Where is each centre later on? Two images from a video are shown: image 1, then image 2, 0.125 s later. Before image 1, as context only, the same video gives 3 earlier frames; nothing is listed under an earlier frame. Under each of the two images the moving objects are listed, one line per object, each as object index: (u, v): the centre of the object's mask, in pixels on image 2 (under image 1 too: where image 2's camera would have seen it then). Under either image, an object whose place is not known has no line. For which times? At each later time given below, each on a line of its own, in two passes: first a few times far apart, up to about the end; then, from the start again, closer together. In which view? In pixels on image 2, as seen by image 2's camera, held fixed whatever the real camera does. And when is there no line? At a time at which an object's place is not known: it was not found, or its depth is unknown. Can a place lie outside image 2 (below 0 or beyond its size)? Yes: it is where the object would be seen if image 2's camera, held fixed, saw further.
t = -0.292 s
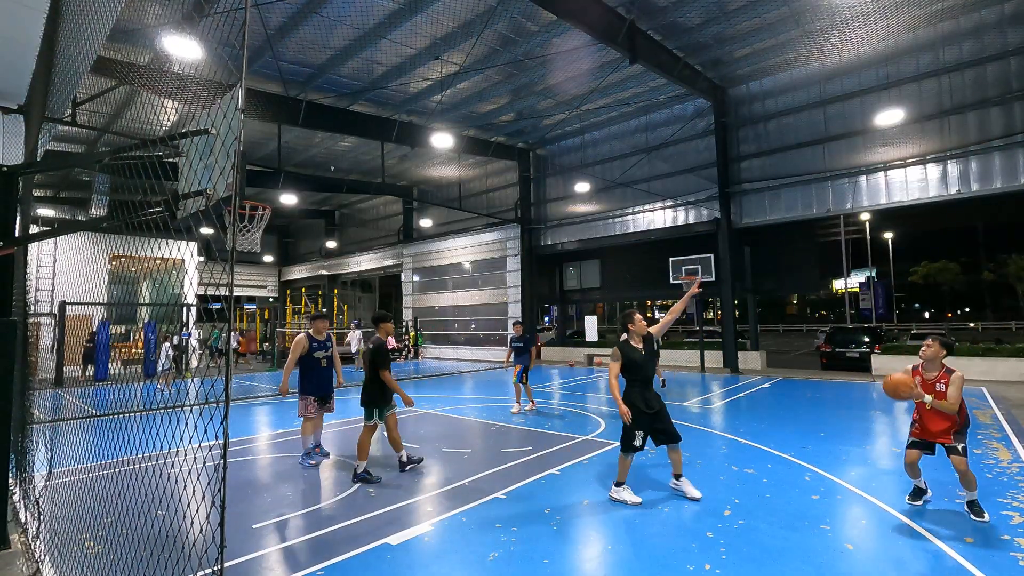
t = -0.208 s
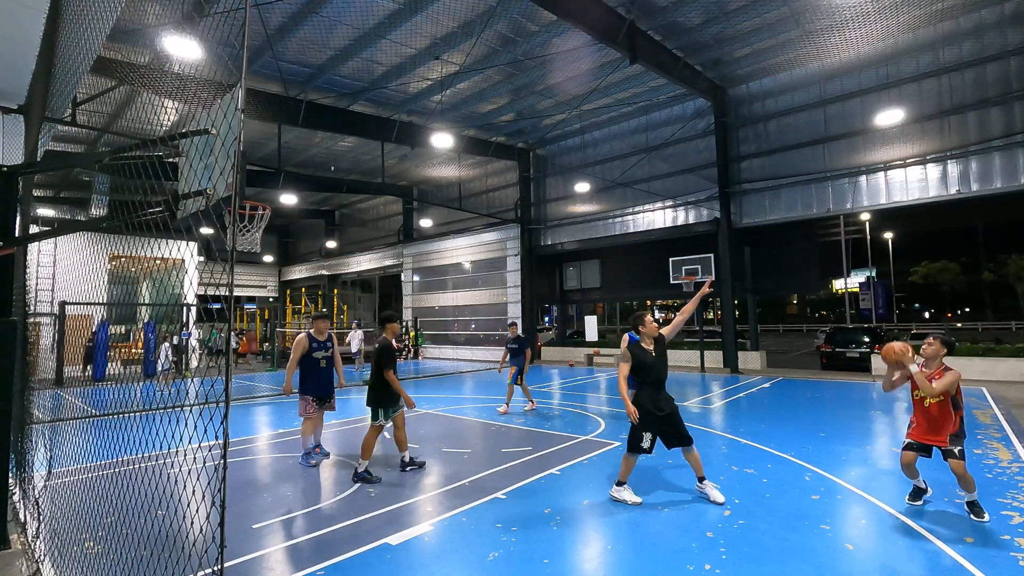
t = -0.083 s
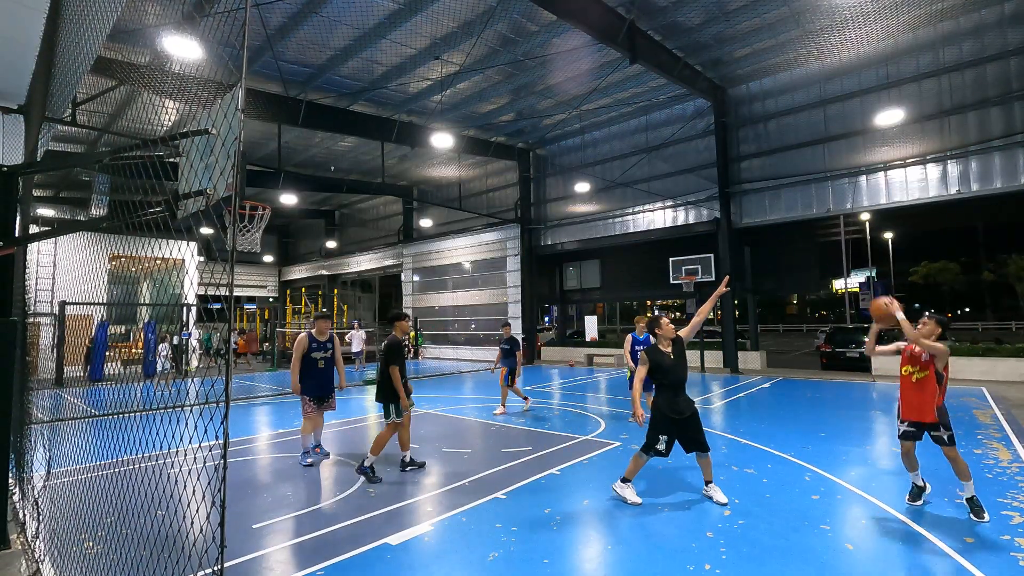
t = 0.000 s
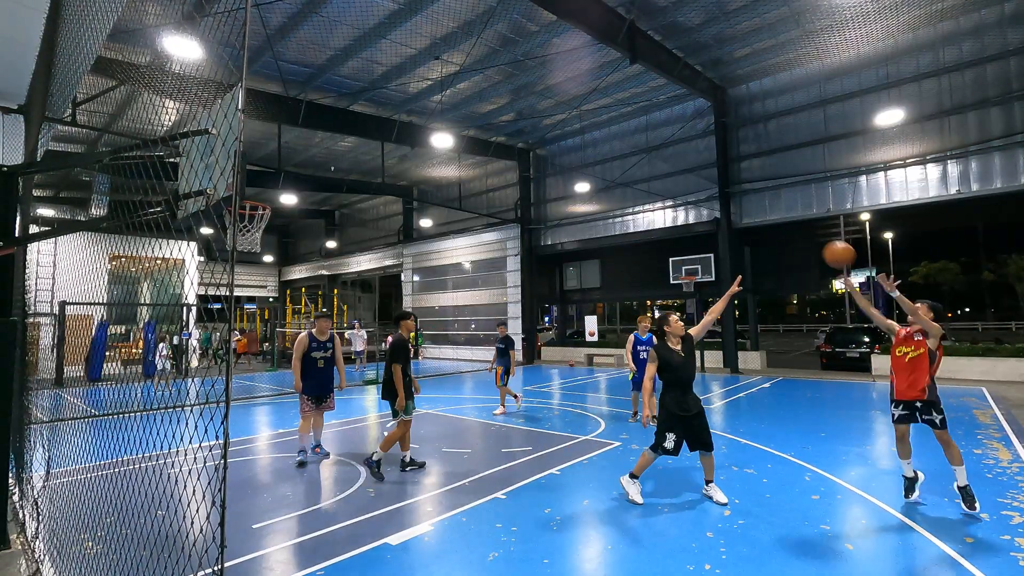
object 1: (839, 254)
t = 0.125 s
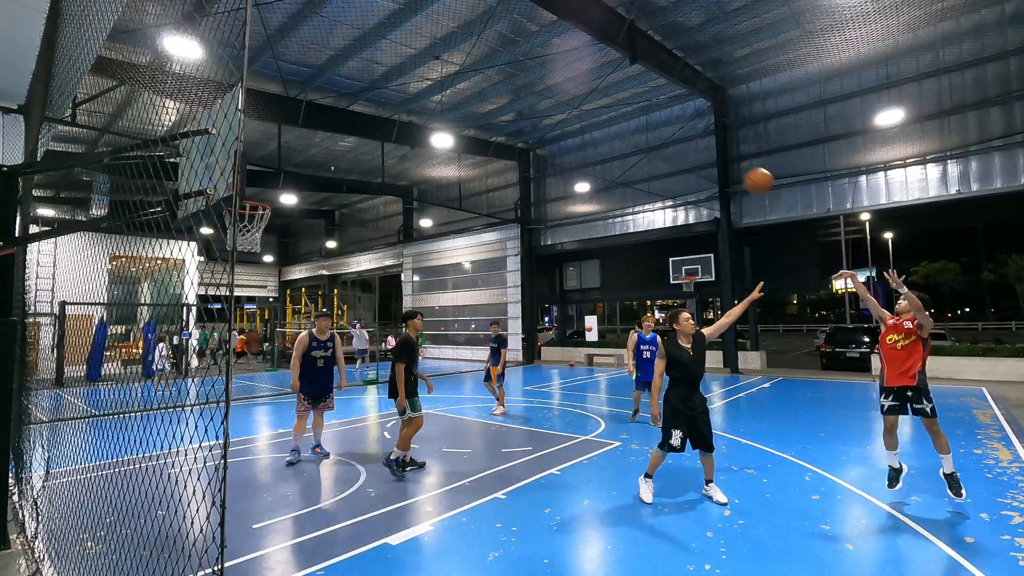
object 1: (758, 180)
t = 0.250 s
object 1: (685, 127)
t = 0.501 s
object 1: (551, 70)
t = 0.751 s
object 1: (433, 71)
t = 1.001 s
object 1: (327, 124)
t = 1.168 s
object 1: (259, 185)
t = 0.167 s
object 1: (732, 161)
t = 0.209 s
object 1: (709, 142)
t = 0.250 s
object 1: (685, 127)
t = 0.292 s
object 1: (661, 113)
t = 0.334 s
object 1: (638, 101)
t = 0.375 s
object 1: (616, 91)
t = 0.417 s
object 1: (594, 82)
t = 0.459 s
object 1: (573, 75)
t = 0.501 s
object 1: (551, 70)
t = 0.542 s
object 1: (531, 66)
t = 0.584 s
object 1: (510, 64)
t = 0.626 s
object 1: (491, 64)
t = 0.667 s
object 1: (472, 65)
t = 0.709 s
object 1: (453, 67)
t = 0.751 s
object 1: (433, 71)
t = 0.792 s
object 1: (416, 77)
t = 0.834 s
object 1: (397, 83)
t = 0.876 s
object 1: (379, 92)
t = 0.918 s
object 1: (362, 101)
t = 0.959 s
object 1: (344, 112)
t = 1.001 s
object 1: (327, 124)
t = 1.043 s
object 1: (309, 137)
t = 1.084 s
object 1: (292, 152)
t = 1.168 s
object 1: (259, 185)
